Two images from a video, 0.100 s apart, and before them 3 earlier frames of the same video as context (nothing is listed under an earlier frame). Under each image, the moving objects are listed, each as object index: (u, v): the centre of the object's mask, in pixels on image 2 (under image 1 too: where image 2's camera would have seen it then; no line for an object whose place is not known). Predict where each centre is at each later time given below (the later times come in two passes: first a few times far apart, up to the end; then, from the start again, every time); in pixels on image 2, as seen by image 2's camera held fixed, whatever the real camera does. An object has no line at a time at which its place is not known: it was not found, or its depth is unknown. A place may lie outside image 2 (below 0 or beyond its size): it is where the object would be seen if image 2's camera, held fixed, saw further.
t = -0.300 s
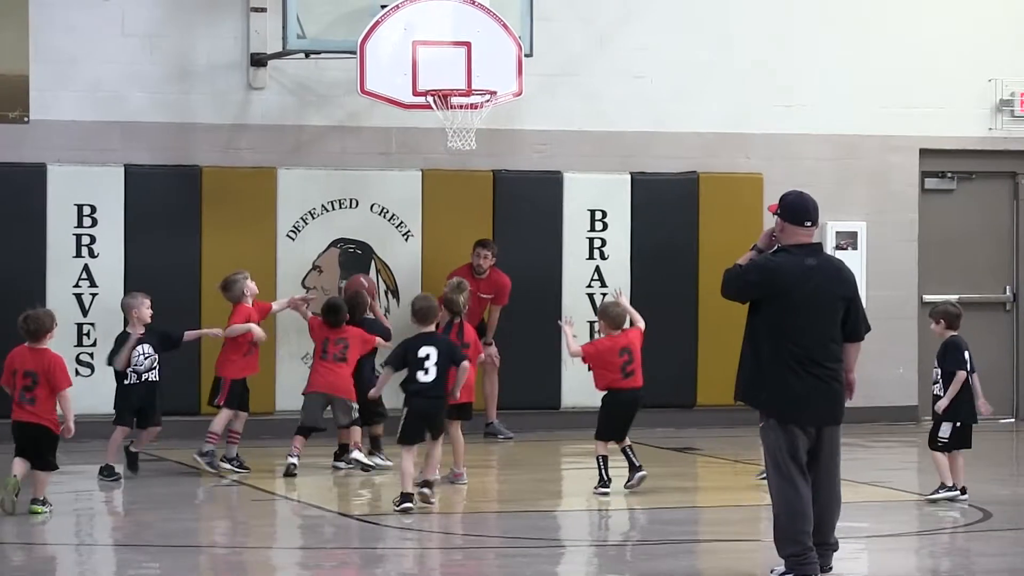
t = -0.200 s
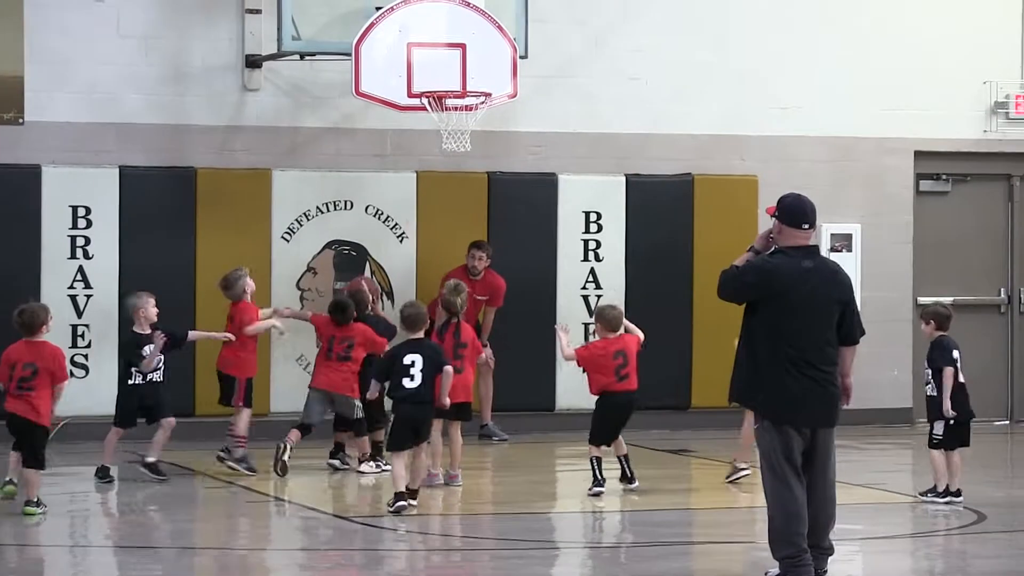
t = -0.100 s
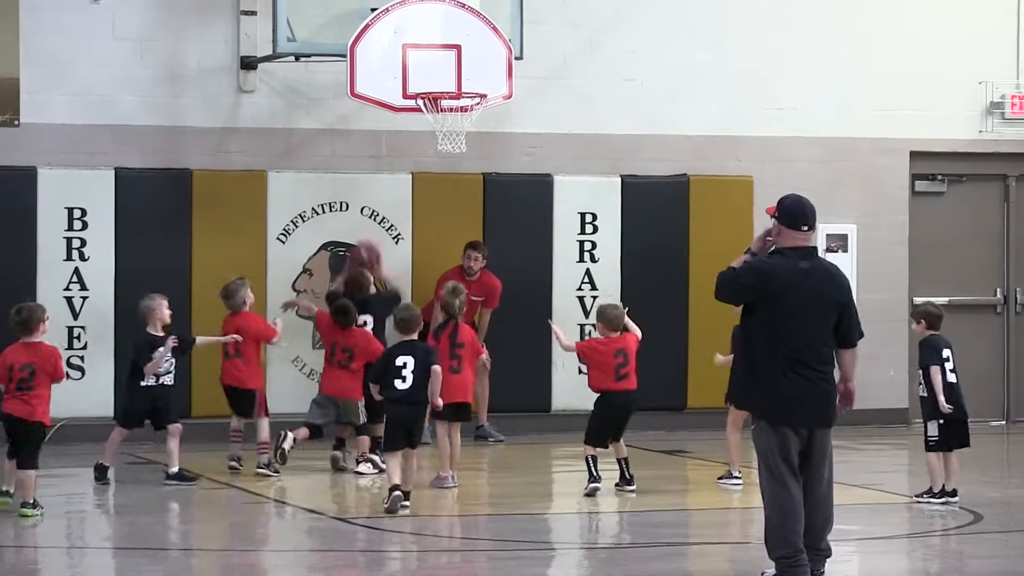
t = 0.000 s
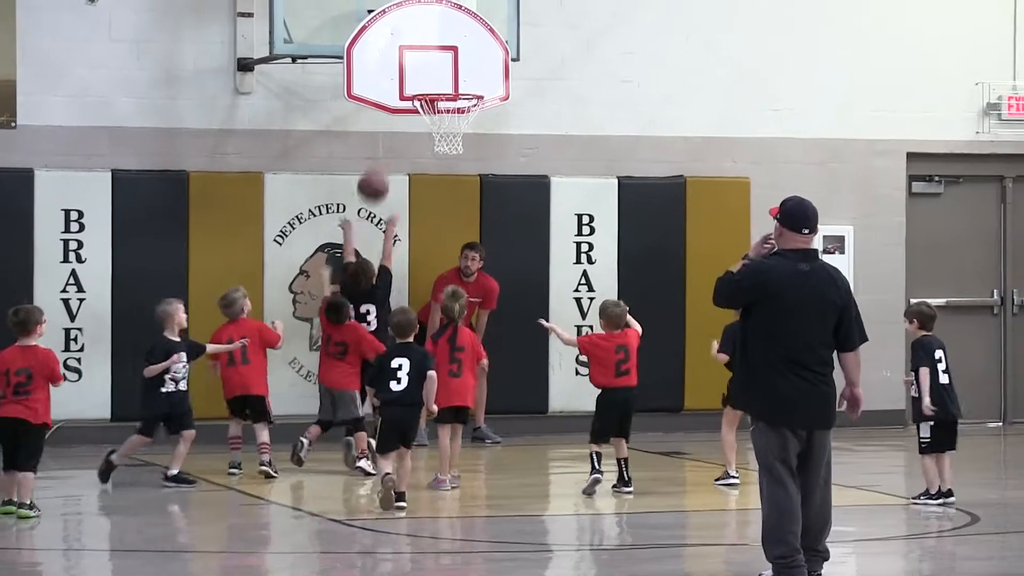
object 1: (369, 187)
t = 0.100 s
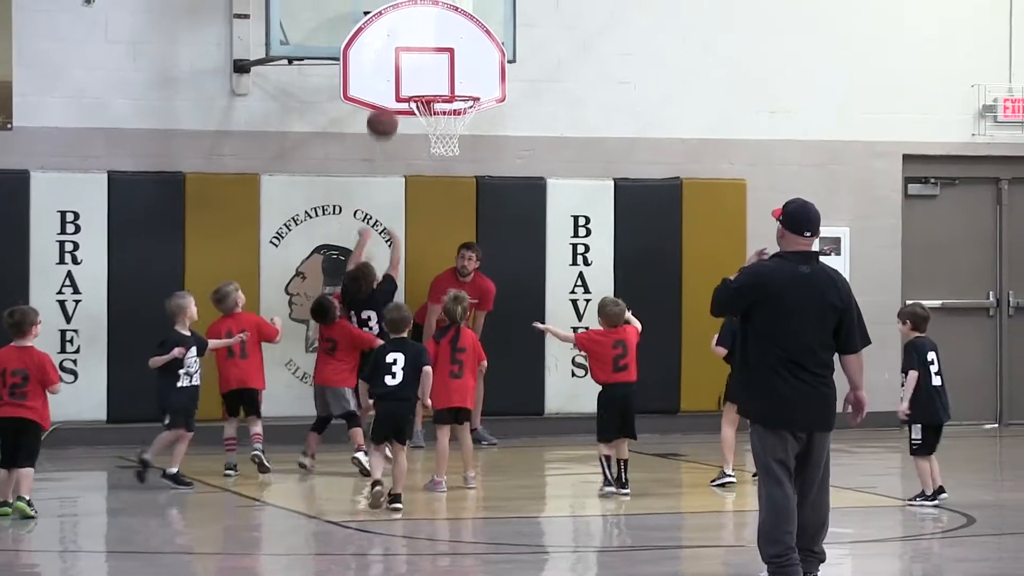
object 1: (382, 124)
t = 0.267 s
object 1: (404, 49)
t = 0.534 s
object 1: (439, 16)
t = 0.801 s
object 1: (472, 85)
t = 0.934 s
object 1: (490, 140)
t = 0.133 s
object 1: (387, 105)
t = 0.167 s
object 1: (391, 88)
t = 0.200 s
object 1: (395, 74)
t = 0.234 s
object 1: (400, 60)
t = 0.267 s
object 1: (404, 49)
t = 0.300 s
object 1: (409, 39)
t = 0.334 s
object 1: (413, 31)
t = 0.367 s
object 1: (417, 25)
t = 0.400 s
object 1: (422, 20)
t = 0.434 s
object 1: (426, 16)
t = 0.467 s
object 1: (431, 15)
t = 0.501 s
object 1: (435, 15)
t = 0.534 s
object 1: (439, 16)
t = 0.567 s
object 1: (443, 20)
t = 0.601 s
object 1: (447, 25)
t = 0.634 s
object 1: (451, 31)
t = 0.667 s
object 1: (455, 39)
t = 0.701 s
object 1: (459, 49)
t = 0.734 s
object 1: (464, 60)
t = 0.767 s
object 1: (468, 73)
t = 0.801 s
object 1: (472, 85)
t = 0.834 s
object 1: (480, 97)
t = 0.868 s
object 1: (484, 113)
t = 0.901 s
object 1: (486, 124)
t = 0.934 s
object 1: (490, 140)
